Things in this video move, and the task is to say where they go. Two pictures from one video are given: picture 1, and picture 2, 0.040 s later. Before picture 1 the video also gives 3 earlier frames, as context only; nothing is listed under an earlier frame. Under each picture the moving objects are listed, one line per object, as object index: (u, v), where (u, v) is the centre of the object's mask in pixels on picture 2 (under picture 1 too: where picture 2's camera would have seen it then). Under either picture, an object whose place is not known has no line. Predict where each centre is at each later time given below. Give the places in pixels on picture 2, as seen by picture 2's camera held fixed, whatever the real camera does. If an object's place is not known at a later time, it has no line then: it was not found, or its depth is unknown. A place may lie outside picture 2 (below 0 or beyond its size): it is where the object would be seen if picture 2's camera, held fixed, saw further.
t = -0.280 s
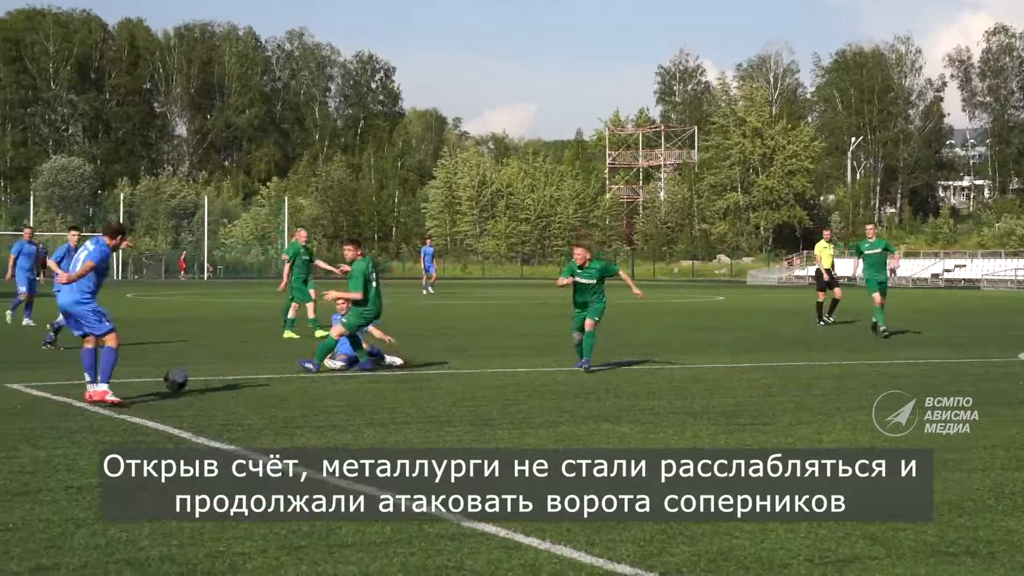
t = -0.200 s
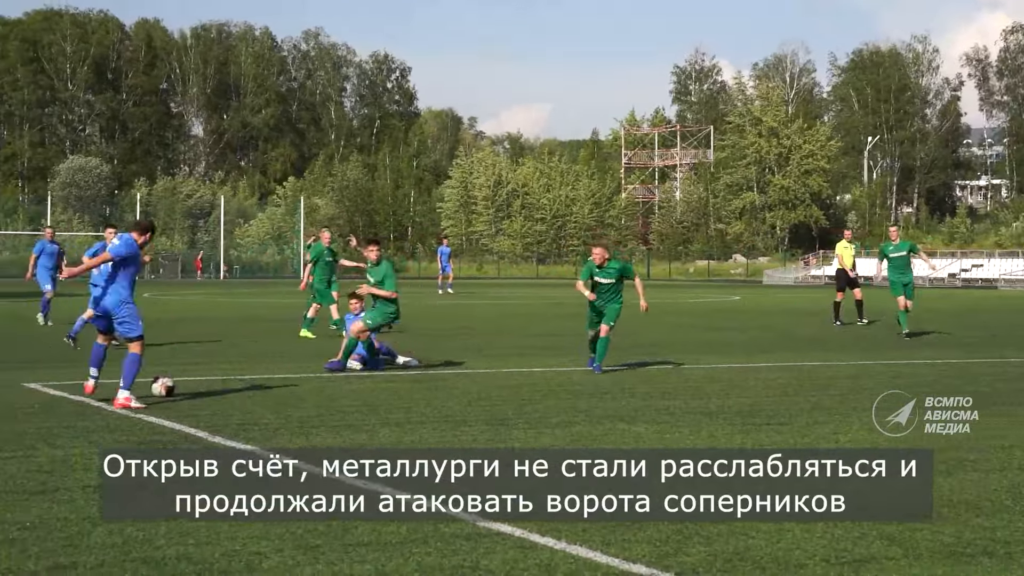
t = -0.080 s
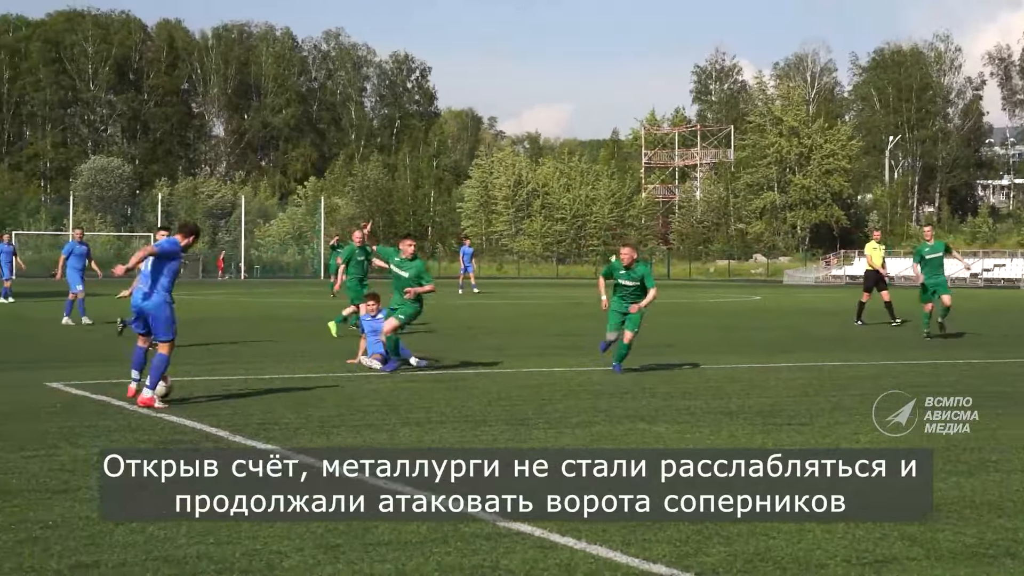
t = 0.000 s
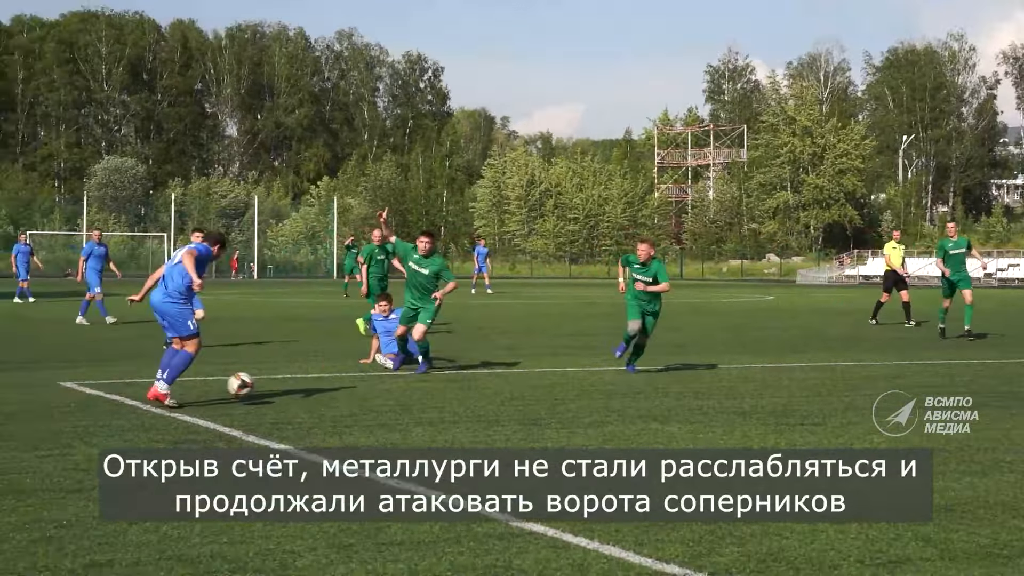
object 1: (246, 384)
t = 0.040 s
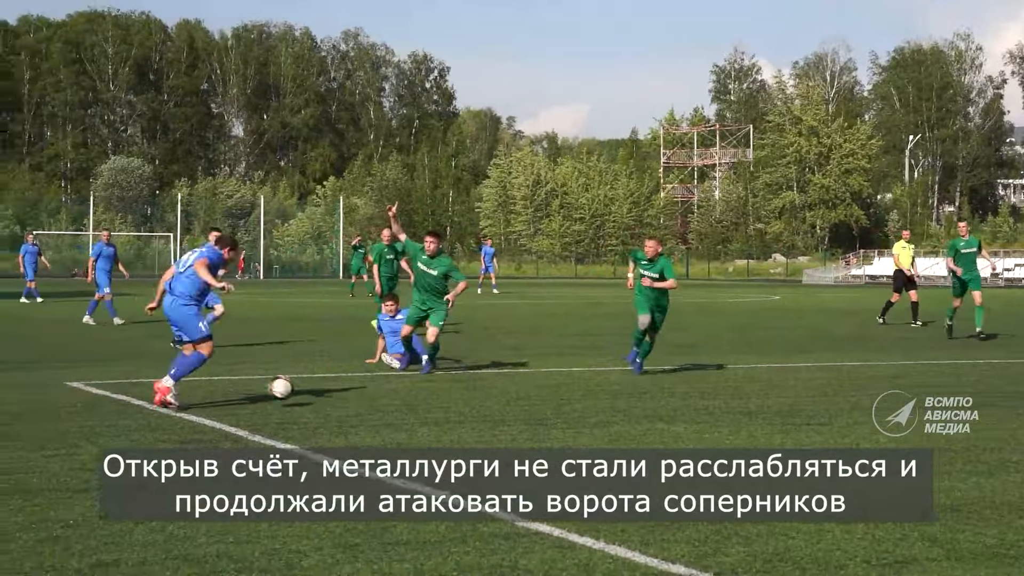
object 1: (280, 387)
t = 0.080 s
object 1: (315, 392)
